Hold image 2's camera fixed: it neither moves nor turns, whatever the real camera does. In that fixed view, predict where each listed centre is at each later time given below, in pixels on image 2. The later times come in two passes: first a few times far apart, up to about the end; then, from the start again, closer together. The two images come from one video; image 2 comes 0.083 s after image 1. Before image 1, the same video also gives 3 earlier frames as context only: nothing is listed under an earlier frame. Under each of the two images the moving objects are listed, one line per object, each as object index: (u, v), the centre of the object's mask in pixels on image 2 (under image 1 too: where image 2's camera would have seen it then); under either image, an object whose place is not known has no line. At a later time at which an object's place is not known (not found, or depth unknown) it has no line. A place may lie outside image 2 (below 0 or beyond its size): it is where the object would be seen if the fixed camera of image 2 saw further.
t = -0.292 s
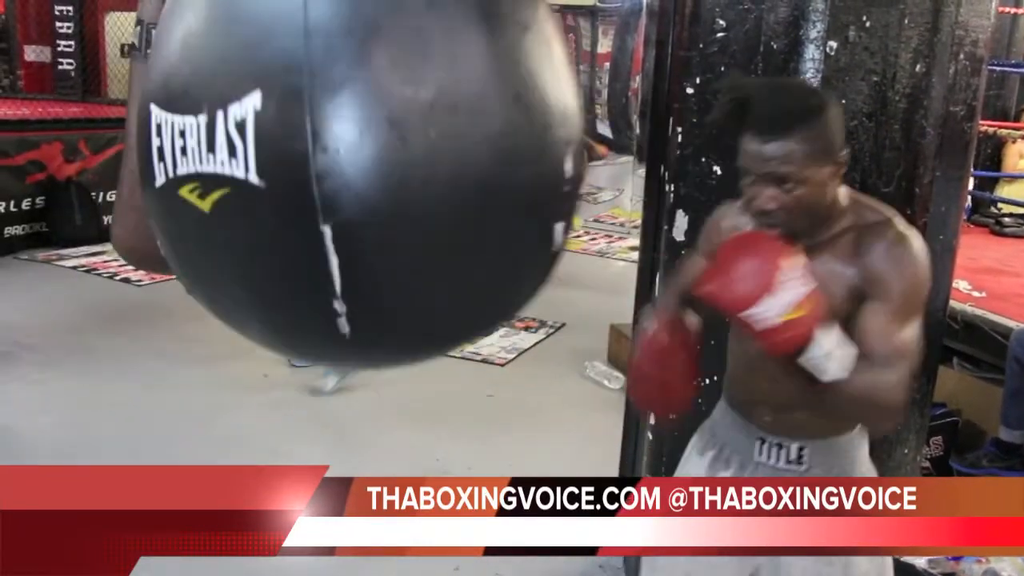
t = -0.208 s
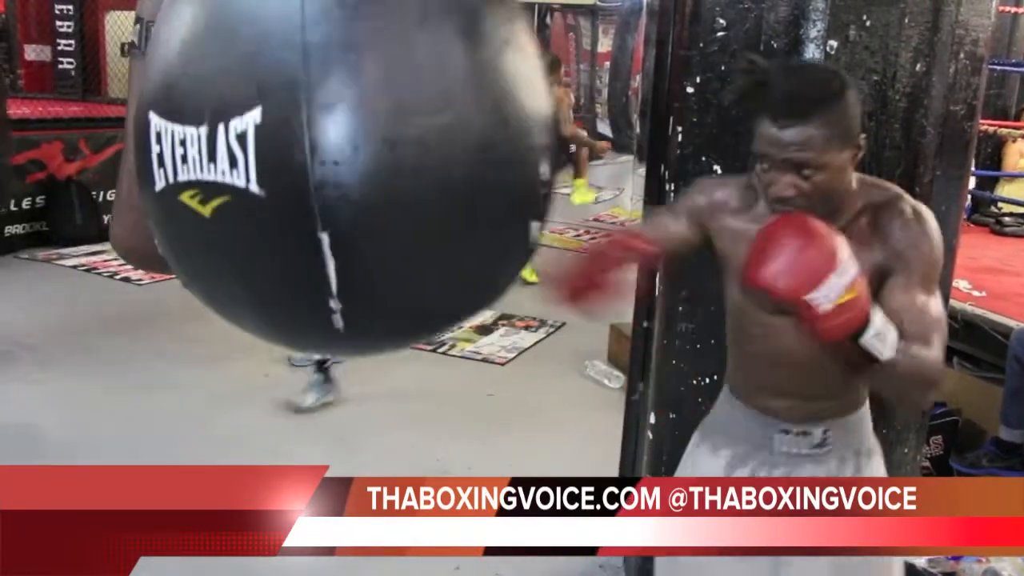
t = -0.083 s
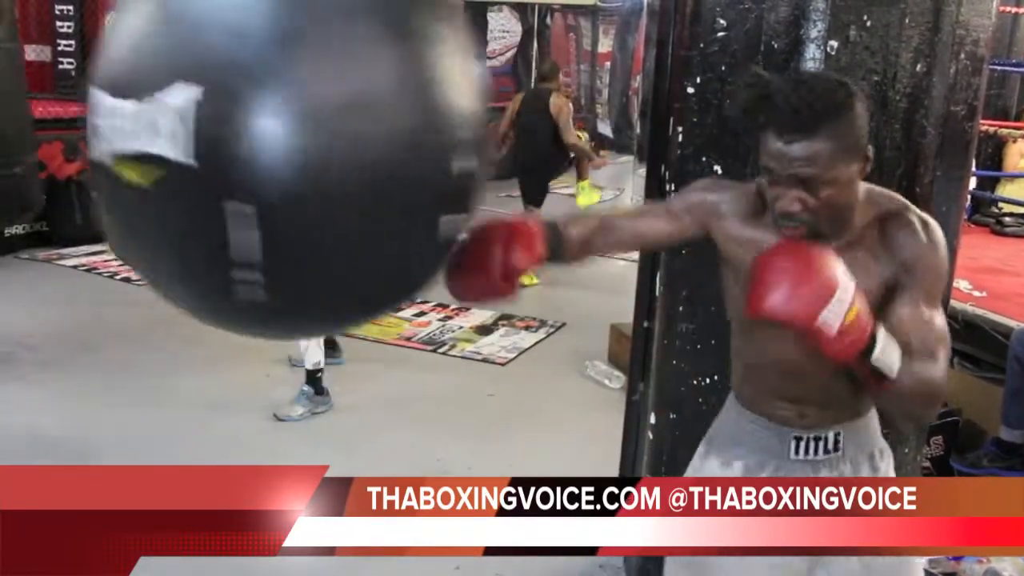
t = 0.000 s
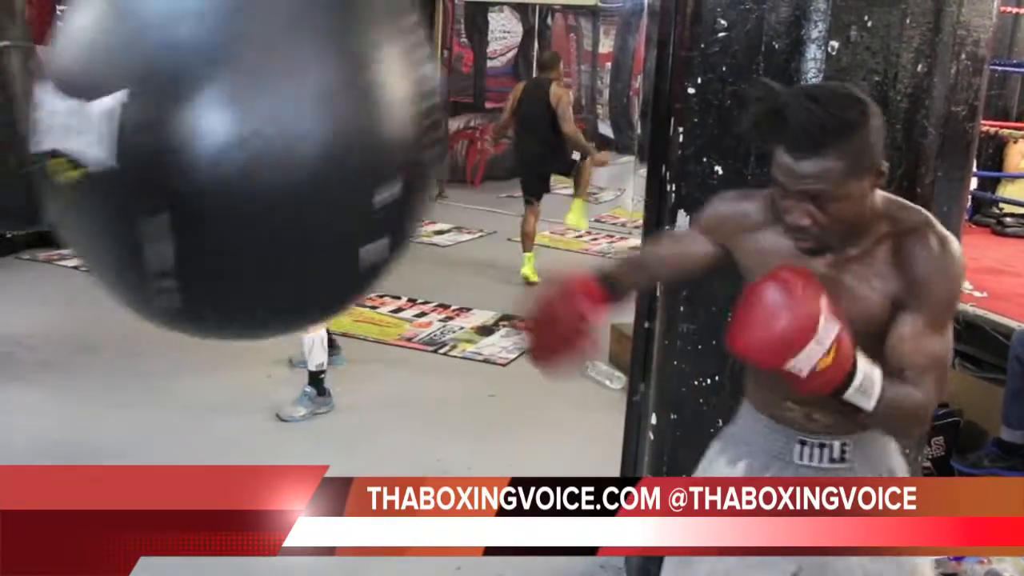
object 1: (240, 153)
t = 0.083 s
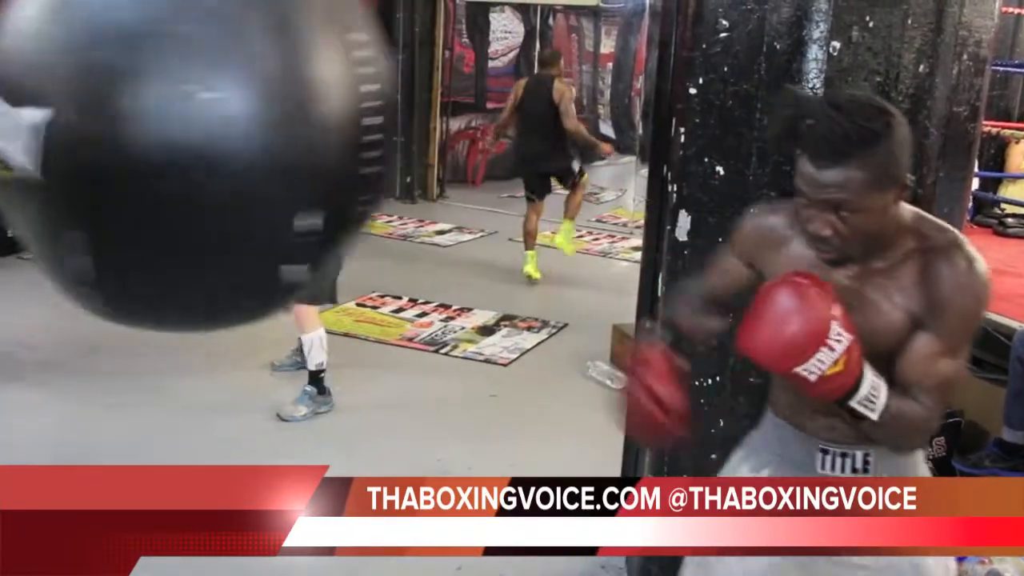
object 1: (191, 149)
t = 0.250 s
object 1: (139, 149)
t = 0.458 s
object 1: (96, 142)
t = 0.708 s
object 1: (91, 149)
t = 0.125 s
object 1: (178, 150)
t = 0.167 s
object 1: (163, 150)
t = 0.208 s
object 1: (150, 150)
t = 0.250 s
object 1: (139, 149)
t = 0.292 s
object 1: (129, 147)
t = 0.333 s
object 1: (119, 144)
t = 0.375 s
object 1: (110, 143)
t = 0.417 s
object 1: (103, 142)
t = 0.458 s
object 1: (96, 142)
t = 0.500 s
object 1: (90, 140)
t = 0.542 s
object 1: (87, 140)
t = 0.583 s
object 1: (86, 142)
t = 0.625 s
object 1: (86, 145)
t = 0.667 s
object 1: (89, 147)
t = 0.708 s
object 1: (91, 149)
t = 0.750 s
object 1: (96, 155)
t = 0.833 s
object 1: (115, 168)
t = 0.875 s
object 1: (124, 171)
